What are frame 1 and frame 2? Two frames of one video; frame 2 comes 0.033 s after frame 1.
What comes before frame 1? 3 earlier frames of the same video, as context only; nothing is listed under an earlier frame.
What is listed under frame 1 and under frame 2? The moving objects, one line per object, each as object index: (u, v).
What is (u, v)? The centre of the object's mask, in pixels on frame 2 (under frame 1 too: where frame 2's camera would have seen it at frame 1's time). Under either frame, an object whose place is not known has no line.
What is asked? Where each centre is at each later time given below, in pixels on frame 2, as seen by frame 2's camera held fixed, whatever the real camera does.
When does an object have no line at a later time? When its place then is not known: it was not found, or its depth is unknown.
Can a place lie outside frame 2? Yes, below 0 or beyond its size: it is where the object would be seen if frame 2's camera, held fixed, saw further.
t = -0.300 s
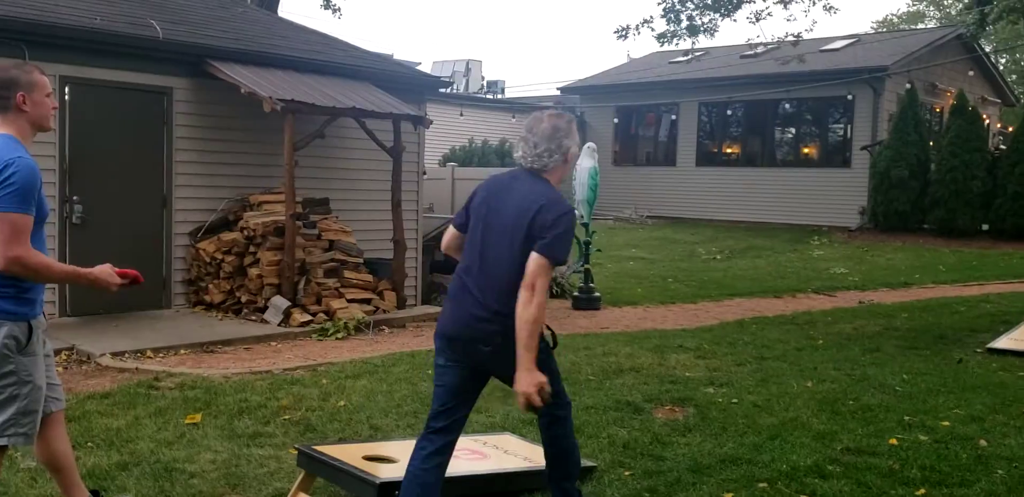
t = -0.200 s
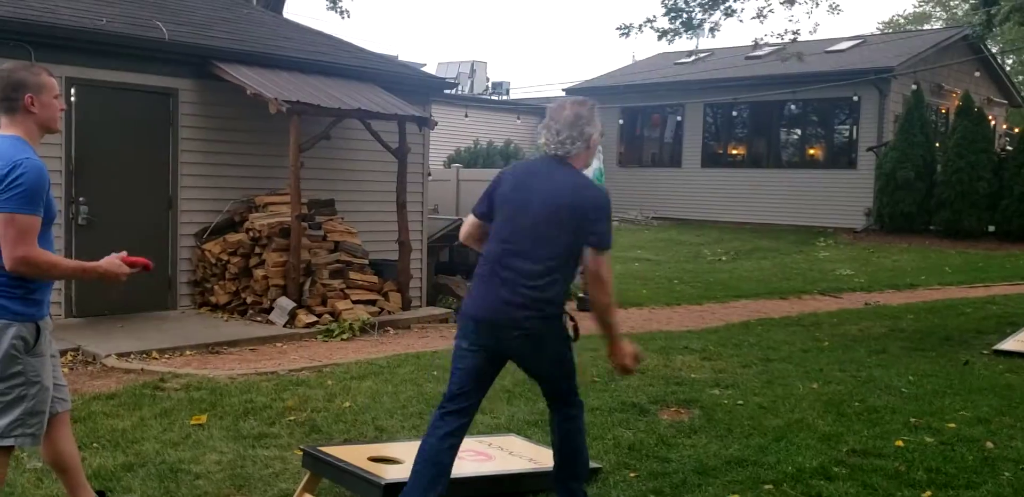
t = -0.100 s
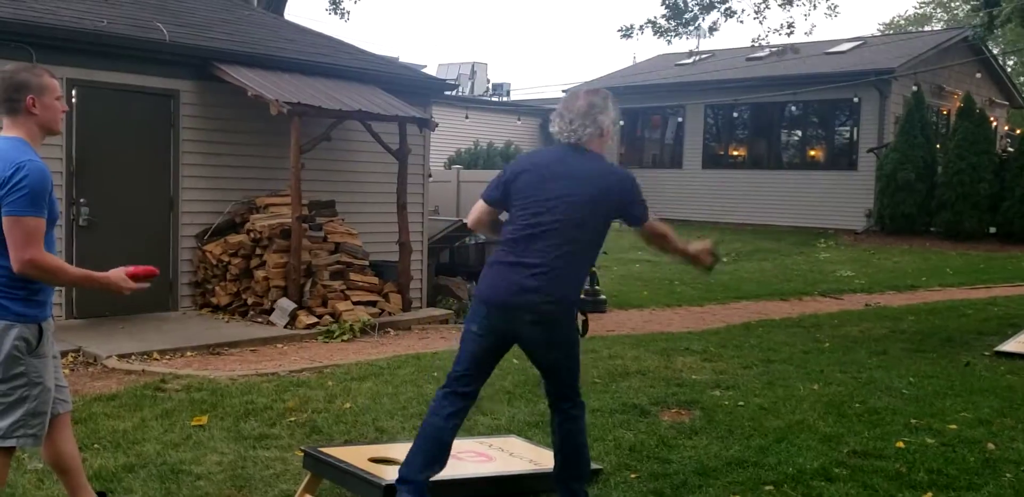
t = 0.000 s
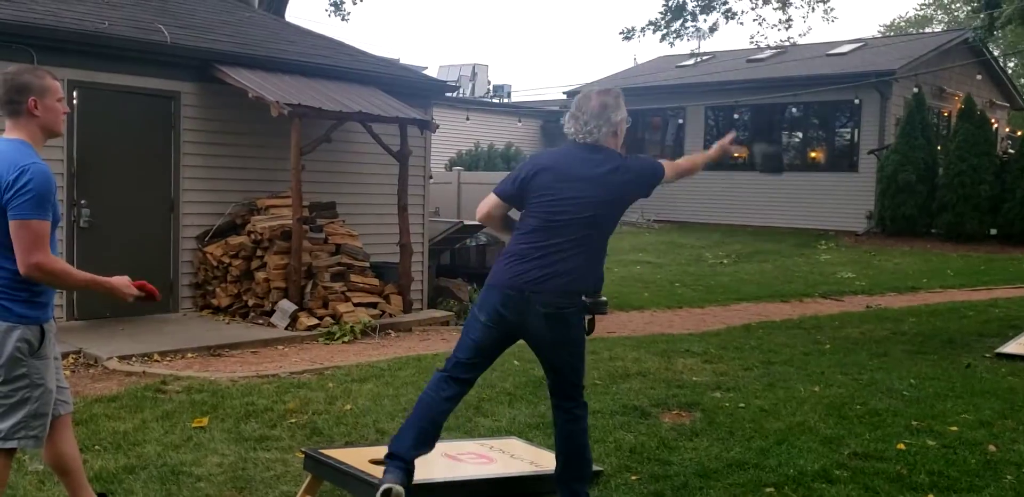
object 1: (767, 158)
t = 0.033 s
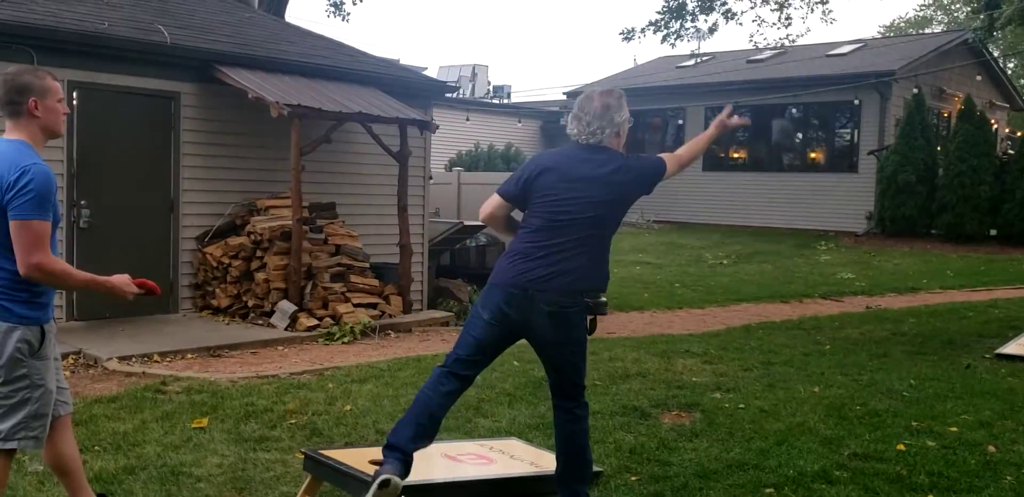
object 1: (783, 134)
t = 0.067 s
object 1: (799, 114)
